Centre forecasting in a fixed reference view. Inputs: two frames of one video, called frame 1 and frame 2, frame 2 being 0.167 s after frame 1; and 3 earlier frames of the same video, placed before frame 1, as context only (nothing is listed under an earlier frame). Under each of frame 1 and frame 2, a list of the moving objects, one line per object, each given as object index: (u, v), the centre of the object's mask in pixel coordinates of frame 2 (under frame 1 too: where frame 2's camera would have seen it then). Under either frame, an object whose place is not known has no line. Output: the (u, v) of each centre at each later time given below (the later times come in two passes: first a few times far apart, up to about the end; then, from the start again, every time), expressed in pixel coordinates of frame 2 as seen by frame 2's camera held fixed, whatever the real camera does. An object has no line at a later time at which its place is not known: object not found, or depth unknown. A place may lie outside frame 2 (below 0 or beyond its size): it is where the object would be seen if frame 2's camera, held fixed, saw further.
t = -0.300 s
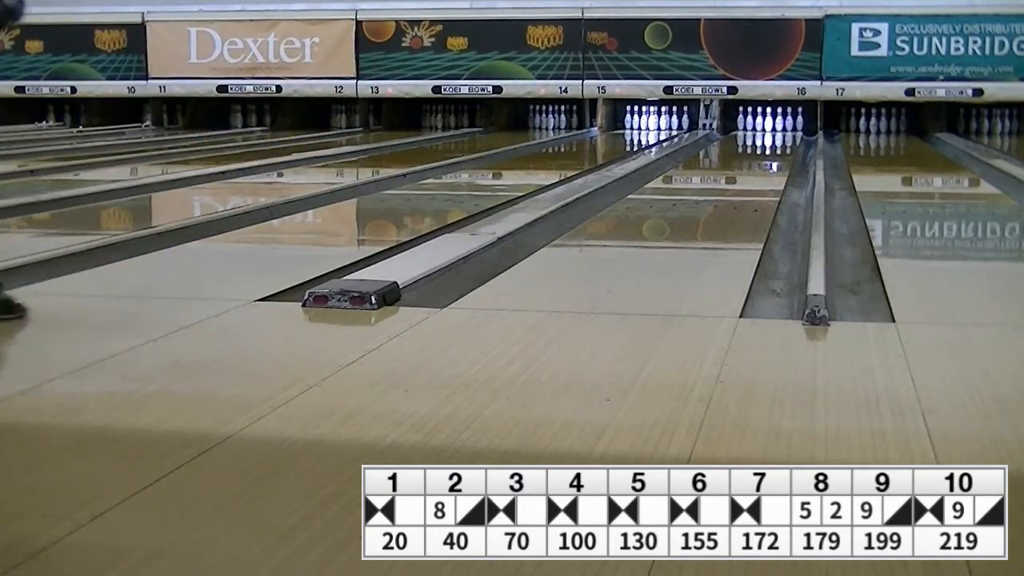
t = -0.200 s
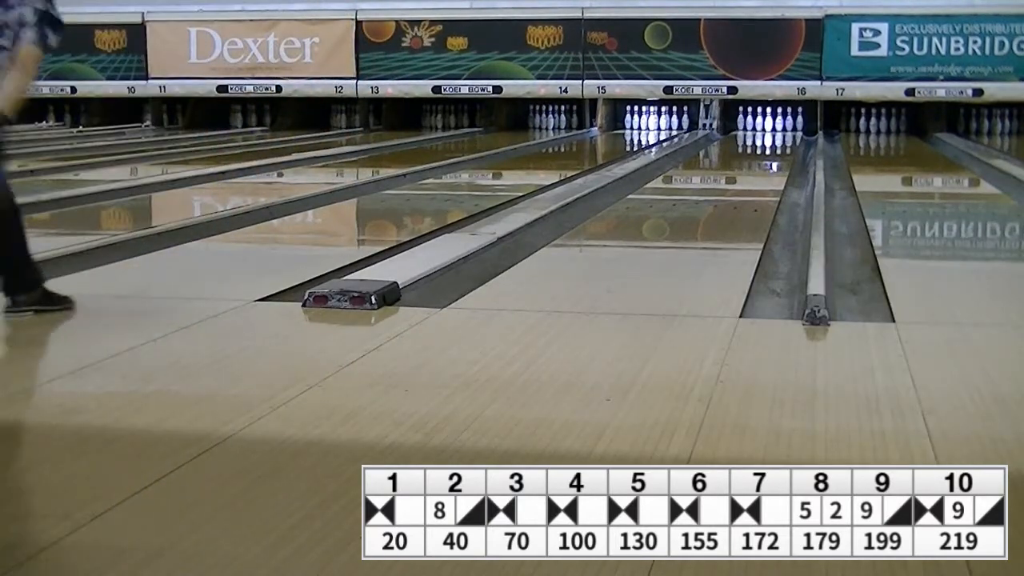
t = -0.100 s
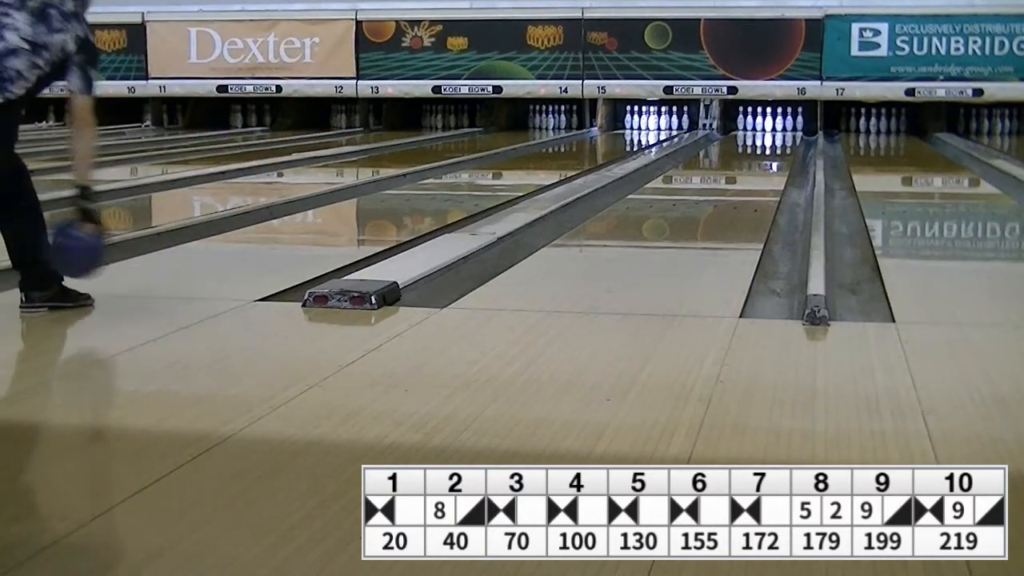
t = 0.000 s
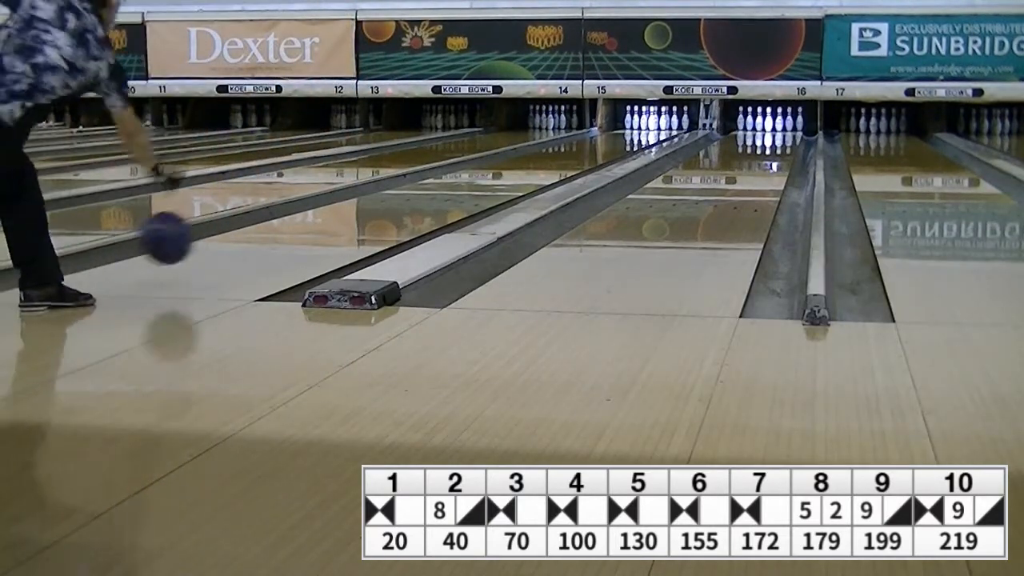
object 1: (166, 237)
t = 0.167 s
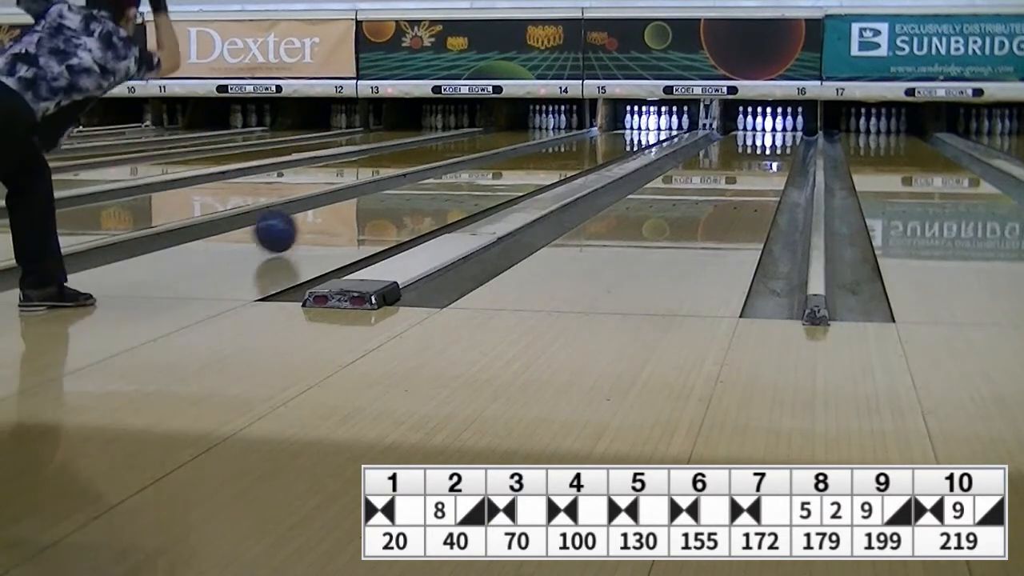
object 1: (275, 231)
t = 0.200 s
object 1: (293, 226)
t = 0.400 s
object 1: (378, 204)
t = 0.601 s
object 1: (442, 187)
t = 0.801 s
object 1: (490, 175)
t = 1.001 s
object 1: (527, 164)
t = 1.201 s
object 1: (557, 155)
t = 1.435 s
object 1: (586, 147)
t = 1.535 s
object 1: (597, 144)
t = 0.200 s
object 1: (293, 226)
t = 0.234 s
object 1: (310, 224)
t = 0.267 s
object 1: (325, 219)
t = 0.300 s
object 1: (339, 215)
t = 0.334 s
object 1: (354, 211)
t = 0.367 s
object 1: (367, 208)
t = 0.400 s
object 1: (378, 204)
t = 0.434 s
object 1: (391, 201)
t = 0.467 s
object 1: (402, 198)
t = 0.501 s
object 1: (413, 195)
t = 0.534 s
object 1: (423, 193)
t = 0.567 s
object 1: (433, 190)
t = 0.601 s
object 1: (442, 187)
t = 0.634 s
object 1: (451, 185)
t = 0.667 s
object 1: (460, 183)
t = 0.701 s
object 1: (468, 180)
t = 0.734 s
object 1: (475, 179)
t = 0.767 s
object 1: (483, 177)
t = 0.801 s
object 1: (490, 175)
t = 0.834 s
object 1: (497, 173)
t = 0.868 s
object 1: (504, 171)
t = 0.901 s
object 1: (510, 168)
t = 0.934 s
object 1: (516, 167)
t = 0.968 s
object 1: (522, 165)
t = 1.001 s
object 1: (527, 164)
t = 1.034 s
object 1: (532, 163)
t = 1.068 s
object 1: (538, 162)
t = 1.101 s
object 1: (543, 160)
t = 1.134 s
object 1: (548, 159)
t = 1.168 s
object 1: (552, 156)
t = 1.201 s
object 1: (557, 155)
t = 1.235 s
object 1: (562, 154)
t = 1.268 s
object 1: (566, 152)
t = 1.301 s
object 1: (570, 151)
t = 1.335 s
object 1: (574, 151)
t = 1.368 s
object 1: (578, 150)
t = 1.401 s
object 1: (582, 148)
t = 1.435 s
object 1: (586, 147)
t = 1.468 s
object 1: (590, 146)
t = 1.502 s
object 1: (594, 145)
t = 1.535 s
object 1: (597, 144)
